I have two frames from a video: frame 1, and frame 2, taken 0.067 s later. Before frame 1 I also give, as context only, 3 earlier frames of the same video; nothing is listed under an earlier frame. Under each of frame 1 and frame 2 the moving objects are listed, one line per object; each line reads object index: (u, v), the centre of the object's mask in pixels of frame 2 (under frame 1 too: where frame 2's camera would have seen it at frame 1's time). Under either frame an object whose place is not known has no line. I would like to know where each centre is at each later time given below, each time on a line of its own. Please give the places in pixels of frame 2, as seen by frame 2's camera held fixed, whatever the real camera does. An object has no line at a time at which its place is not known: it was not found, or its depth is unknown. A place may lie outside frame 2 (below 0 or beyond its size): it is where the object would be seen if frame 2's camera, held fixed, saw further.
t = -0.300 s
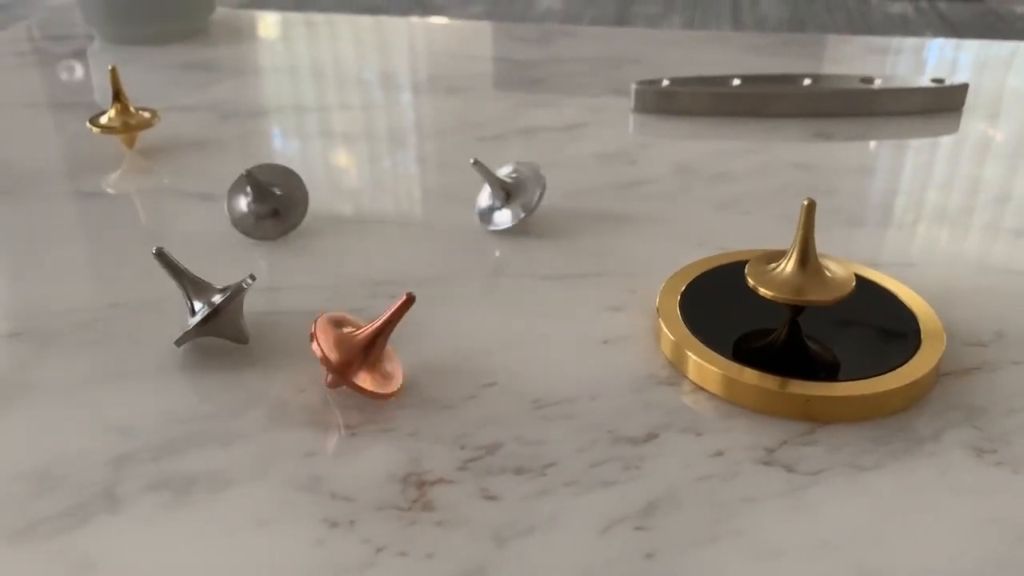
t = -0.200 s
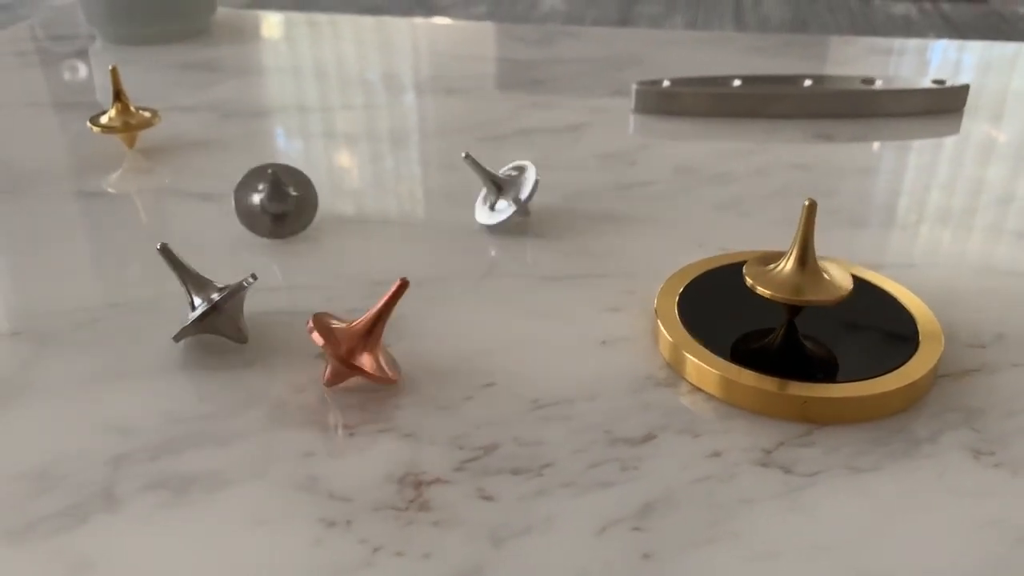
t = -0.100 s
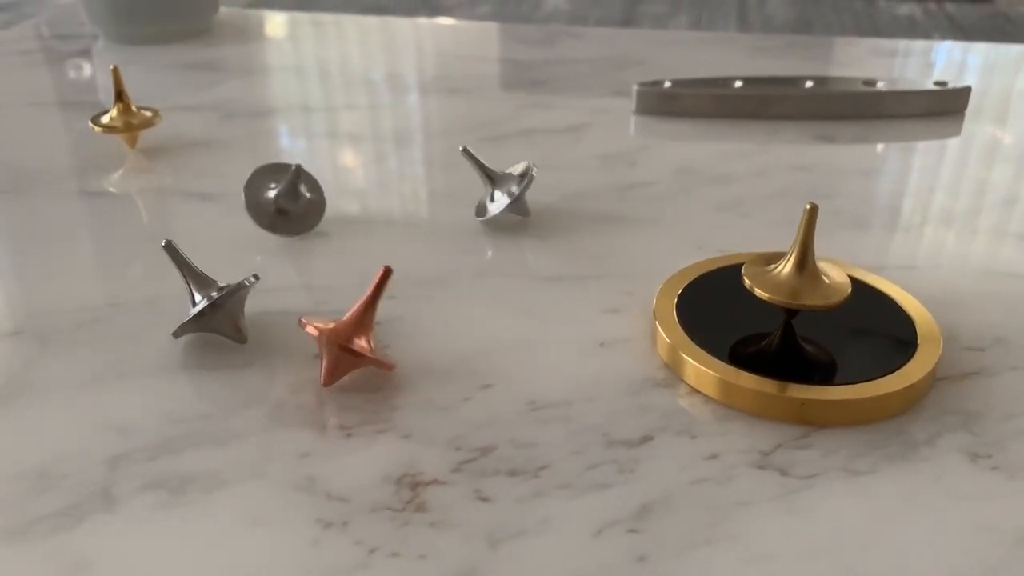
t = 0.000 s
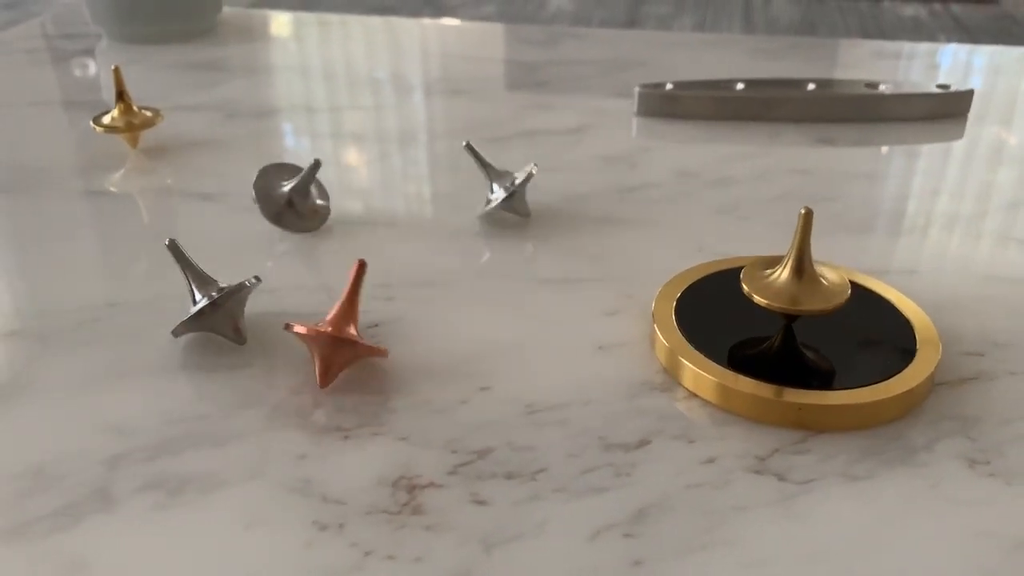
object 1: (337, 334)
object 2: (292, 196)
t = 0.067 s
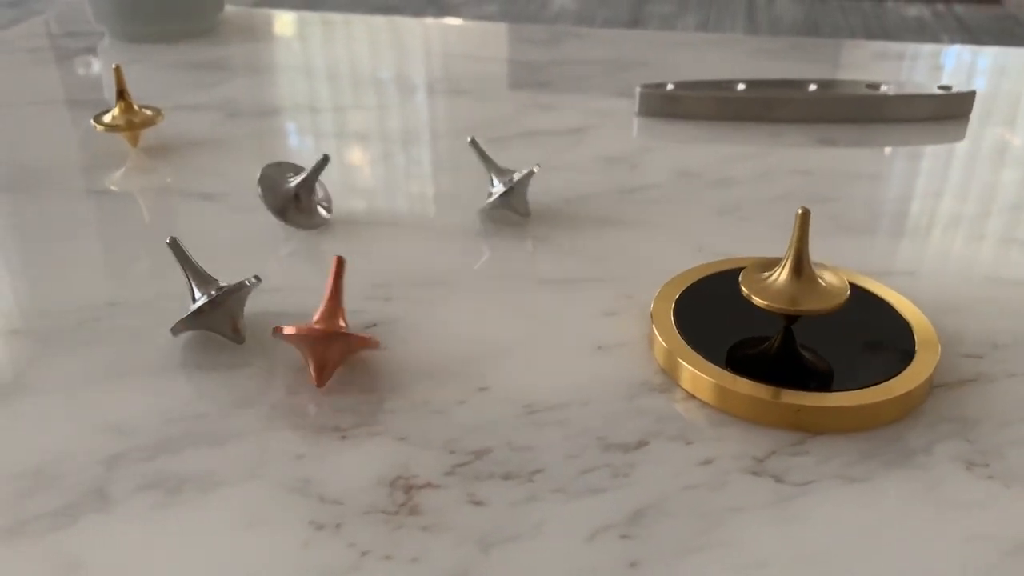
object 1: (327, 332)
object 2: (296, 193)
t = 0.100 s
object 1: (322, 332)
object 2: (297, 191)
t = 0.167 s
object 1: (312, 332)
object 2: (300, 189)
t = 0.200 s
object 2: (300, 188)
